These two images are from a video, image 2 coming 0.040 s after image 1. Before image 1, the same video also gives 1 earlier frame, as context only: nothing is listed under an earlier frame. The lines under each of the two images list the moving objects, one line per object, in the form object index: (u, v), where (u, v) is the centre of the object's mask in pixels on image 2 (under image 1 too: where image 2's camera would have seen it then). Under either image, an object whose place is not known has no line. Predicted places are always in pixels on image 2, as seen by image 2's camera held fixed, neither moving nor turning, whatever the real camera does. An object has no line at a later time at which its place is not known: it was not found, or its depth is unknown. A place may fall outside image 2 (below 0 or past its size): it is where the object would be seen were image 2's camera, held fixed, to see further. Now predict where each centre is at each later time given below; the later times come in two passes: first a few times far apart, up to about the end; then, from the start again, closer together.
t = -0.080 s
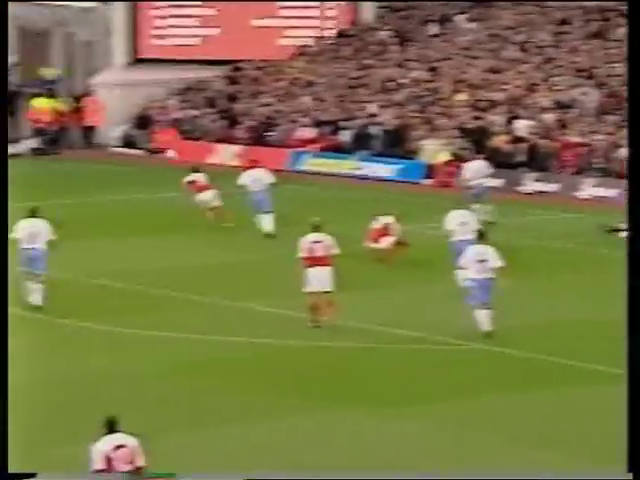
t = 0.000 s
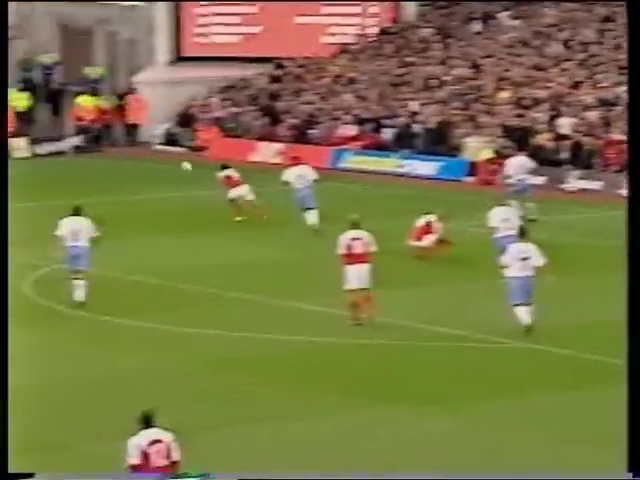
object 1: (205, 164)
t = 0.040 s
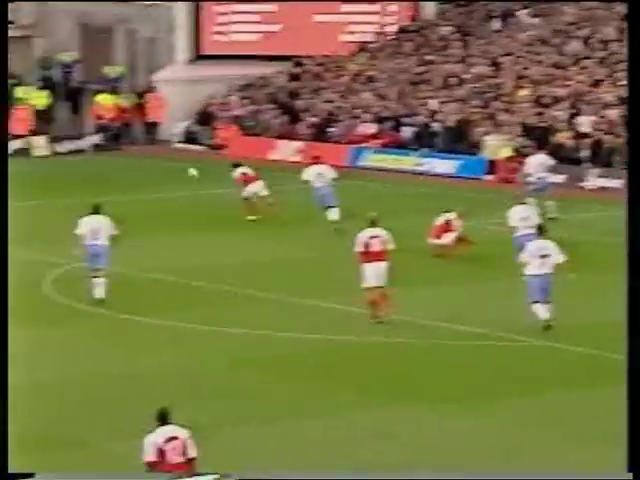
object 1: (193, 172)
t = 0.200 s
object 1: (142, 207)
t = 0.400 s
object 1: (77, 177)
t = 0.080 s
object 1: (179, 180)
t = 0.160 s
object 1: (155, 200)
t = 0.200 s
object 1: (142, 207)
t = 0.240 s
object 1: (129, 200)
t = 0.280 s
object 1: (116, 193)
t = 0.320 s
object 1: (103, 186)
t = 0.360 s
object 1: (90, 181)
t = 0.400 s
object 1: (77, 177)
